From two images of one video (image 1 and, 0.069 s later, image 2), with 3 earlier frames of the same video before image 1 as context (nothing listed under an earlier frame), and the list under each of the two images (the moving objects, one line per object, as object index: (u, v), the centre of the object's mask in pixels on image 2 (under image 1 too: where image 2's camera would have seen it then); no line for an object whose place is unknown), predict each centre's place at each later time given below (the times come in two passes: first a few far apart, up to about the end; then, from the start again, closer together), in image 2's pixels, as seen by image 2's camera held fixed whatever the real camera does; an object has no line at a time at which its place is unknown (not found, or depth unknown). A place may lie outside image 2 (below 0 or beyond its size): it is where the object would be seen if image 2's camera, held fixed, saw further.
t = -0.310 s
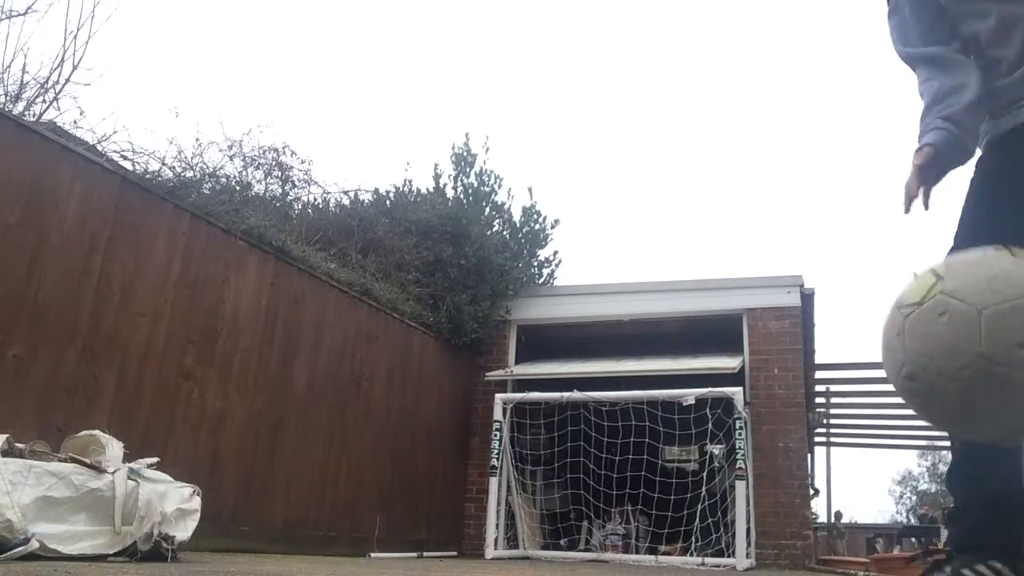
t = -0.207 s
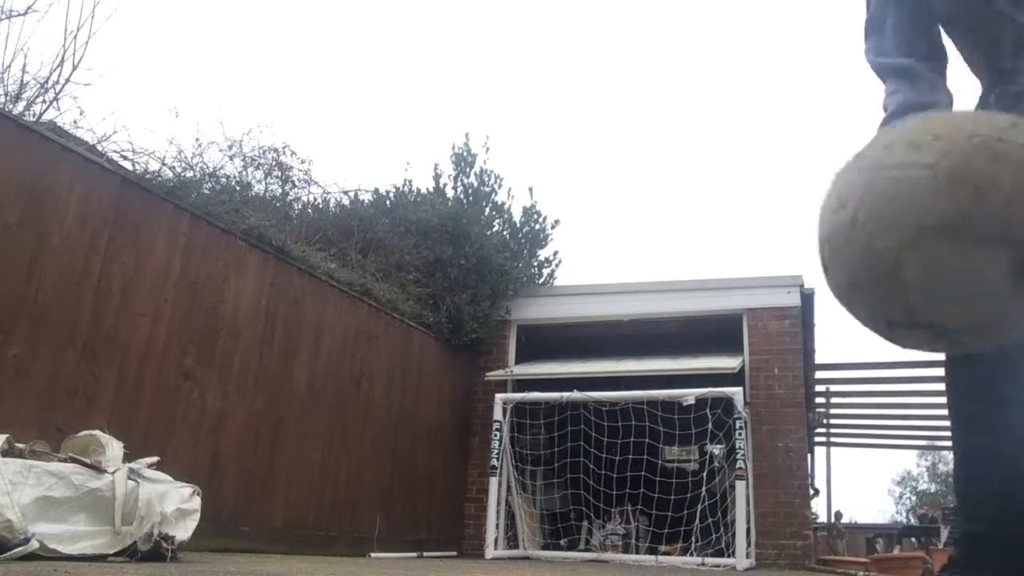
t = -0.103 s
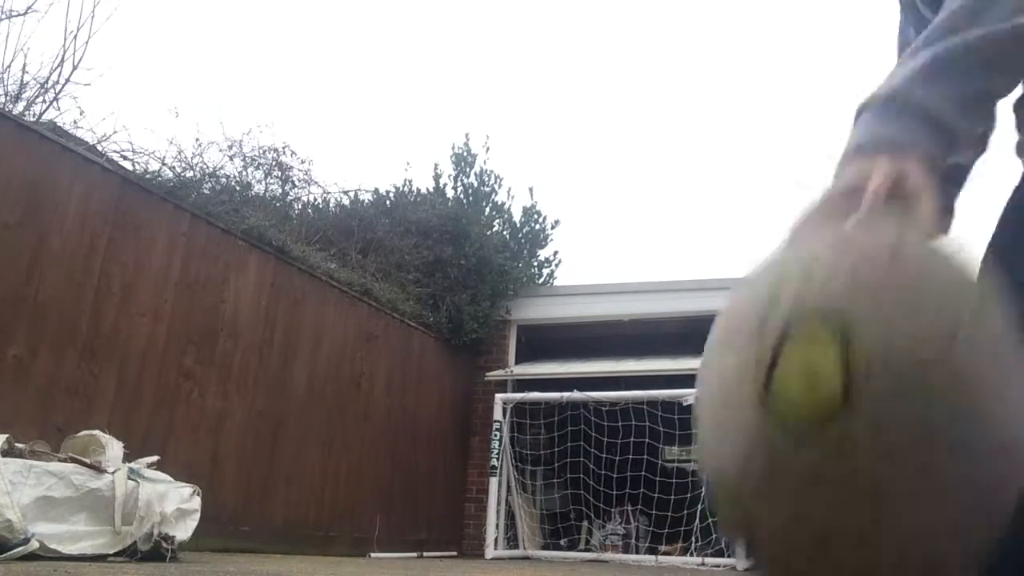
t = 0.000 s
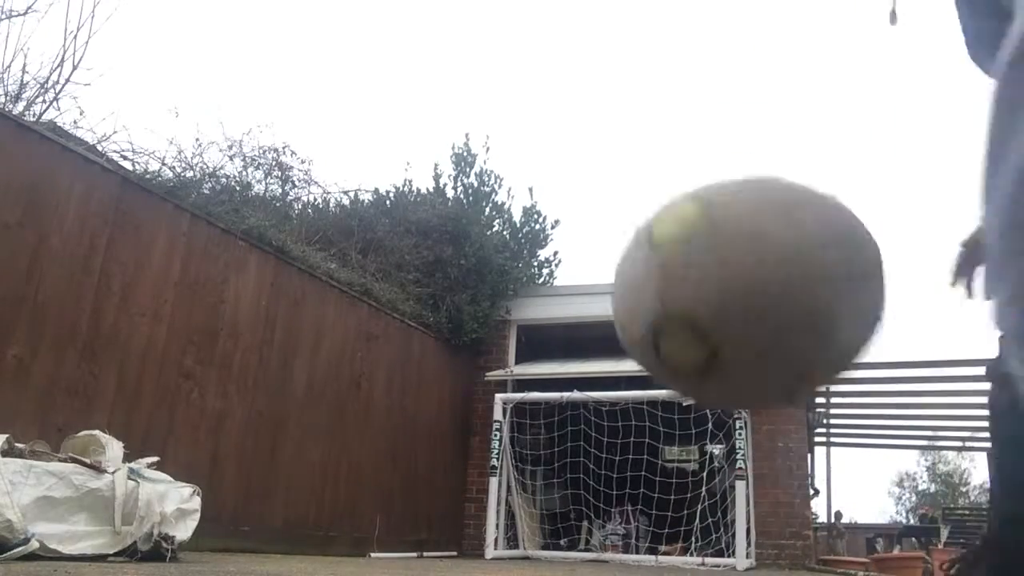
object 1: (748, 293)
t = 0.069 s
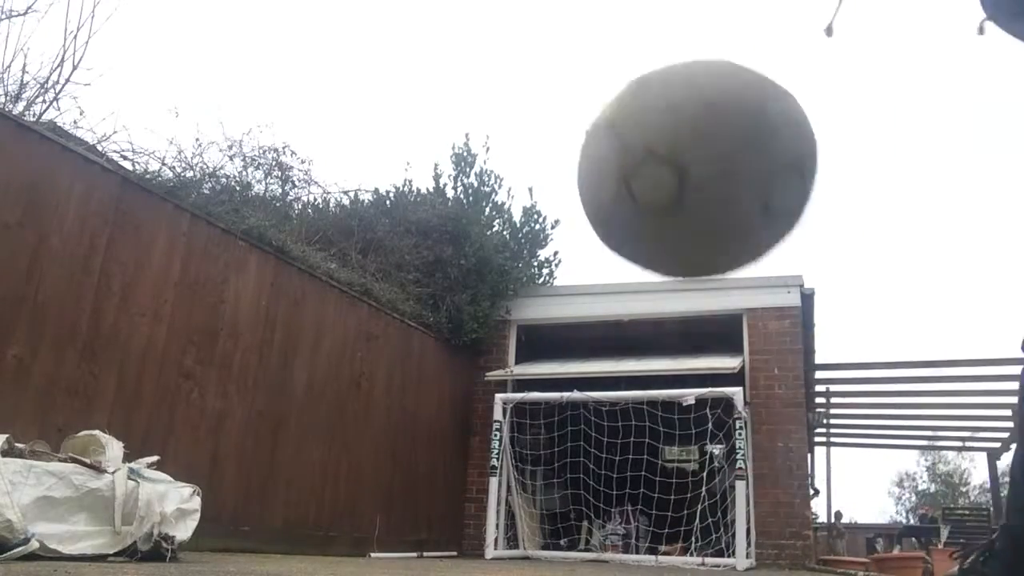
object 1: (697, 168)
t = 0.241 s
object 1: (601, 77)
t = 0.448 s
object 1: (505, 225)
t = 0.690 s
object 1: (409, 378)
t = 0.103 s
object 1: (676, 126)
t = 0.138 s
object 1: (655, 100)
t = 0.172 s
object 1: (636, 84)
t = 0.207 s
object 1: (618, 79)
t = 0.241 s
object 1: (601, 77)
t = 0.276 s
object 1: (585, 82)
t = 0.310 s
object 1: (570, 91)
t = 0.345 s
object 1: (554, 112)
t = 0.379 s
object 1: (537, 143)
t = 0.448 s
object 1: (505, 225)
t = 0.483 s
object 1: (488, 278)
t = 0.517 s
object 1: (470, 339)
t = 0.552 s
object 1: (451, 413)
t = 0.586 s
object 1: (431, 494)
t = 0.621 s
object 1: (422, 496)
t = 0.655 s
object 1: (418, 447)
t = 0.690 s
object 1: (409, 378)
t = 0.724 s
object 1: (403, 357)
